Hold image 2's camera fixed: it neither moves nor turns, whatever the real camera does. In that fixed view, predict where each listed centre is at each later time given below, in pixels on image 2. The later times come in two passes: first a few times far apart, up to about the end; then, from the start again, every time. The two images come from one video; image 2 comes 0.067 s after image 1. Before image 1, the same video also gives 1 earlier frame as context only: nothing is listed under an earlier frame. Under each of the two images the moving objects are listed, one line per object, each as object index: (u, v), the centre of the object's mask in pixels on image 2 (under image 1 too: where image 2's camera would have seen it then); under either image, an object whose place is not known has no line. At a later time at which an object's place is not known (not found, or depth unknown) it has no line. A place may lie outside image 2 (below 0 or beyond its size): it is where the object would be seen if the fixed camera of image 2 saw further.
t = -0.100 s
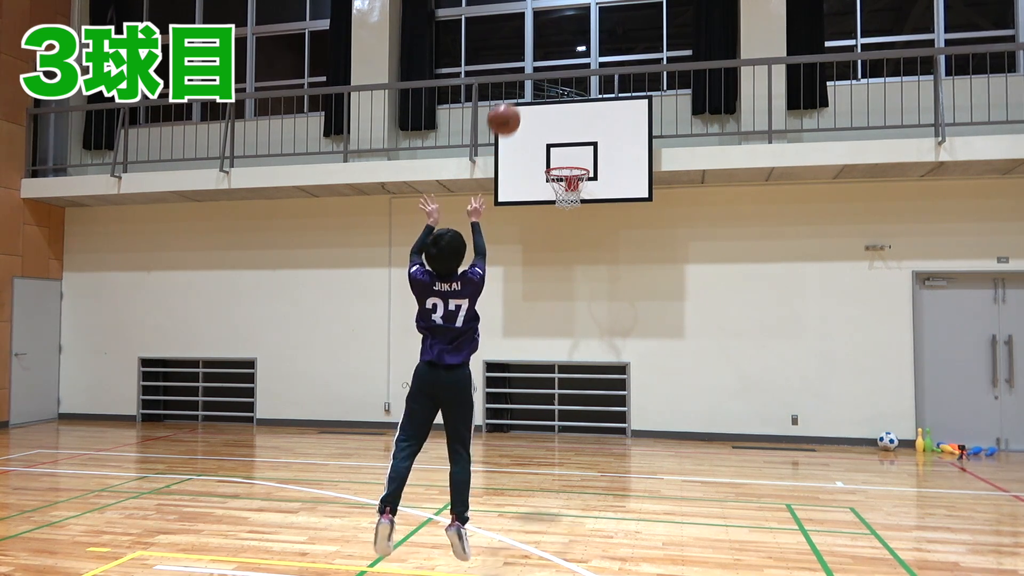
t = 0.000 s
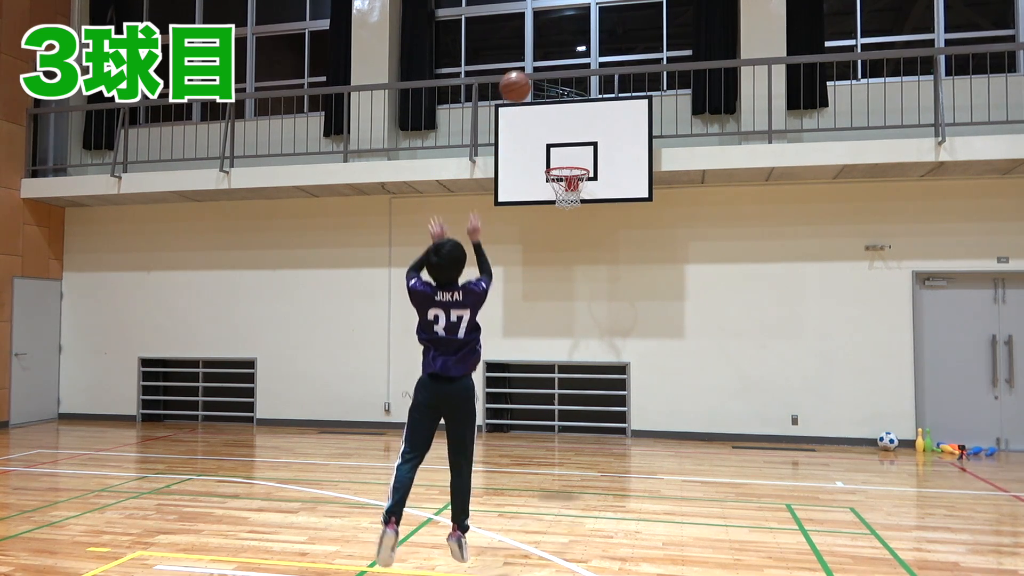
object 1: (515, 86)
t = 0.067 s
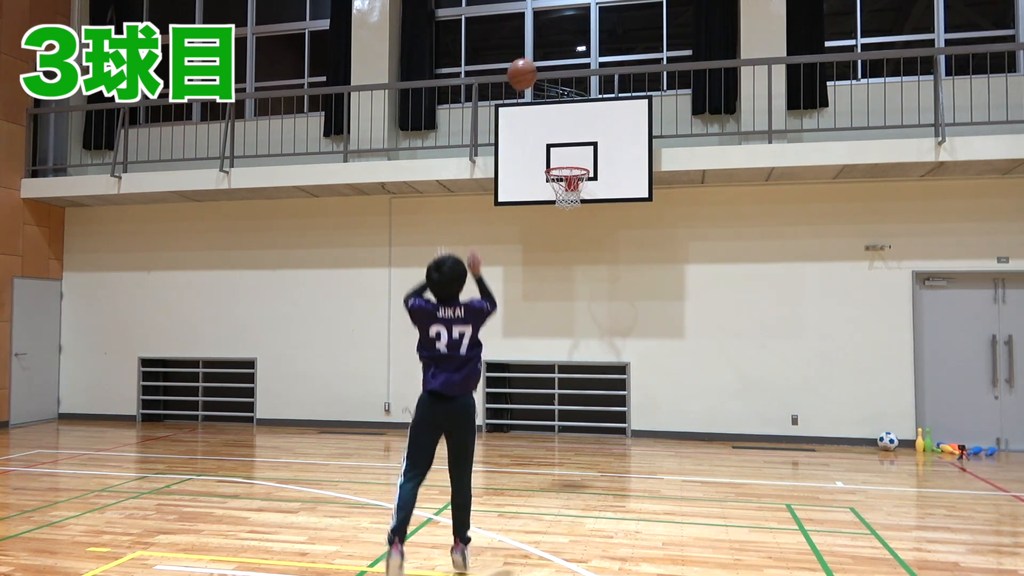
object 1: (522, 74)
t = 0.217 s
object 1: (535, 66)
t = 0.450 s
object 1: (552, 100)
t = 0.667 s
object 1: (562, 158)
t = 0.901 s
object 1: (552, 150)
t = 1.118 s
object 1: (540, 198)
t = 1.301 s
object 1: (528, 296)
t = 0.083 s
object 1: (523, 72)
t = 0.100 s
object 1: (525, 70)
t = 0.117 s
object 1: (527, 69)
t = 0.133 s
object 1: (528, 67)
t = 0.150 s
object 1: (530, 66)
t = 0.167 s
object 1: (531, 66)
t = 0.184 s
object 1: (533, 66)
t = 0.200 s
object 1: (534, 66)
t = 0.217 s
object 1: (535, 66)
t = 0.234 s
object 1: (537, 67)
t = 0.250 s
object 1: (538, 68)
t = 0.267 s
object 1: (540, 70)
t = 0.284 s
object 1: (541, 71)
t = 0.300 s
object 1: (542, 73)
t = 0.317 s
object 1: (543, 75)
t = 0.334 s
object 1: (544, 78)
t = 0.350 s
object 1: (545, 81)
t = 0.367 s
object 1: (547, 84)
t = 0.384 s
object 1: (547, 87)
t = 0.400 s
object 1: (549, 90)
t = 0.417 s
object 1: (550, 93)
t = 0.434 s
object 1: (551, 97)
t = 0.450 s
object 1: (552, 100)
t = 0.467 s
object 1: (553, 105)
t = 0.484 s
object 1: (554, 110)
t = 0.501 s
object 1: (555, 115)
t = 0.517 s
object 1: (556, 119)
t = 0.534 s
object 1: (557, 124)
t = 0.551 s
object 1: (558, 129)
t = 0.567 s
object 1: (559, 135)
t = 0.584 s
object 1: (560, 140)
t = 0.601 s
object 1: (561, 146)
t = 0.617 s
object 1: (562, 152)
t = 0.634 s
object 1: (562, 158)
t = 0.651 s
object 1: (562, 160)
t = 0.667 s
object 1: (562, 158)
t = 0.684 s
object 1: (561, 156)
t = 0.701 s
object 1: (560, 154)
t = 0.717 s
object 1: (560, 152)
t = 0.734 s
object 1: (559, 151)
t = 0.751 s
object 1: (558, 149)
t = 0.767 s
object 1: (557, 148)
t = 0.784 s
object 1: (557, 148)
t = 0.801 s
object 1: (556, 147)
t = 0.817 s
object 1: (555, 147)
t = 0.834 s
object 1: (555, 147)
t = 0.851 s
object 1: (554, 147)
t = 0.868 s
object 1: (553, 148)
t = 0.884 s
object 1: (552, 149)
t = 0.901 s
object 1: (552, 150)
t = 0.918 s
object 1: (551, 152)
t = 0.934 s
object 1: (550, 154)
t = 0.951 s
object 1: (549, 156)
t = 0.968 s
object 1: (548, 158)
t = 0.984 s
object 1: (547, 161)
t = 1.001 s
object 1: (546, 164)
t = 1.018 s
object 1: (546, 167)
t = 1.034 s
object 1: (545, 172)
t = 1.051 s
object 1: (544, 176)
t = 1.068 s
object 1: (543, 181)
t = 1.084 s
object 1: (542, 185)
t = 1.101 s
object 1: (541, 192)
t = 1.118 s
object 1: (540, 198)
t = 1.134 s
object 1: (539, 204)
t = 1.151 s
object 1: (538, 211)
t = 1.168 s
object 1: (537, 218)
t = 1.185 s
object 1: (536, 227)
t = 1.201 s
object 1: (535, 235)
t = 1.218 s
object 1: (534, 244)
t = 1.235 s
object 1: (533, 253)
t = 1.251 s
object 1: (531, 263)
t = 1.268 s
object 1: (530, 273)
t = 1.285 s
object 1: (529, 285)
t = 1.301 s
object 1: (528, 296)
